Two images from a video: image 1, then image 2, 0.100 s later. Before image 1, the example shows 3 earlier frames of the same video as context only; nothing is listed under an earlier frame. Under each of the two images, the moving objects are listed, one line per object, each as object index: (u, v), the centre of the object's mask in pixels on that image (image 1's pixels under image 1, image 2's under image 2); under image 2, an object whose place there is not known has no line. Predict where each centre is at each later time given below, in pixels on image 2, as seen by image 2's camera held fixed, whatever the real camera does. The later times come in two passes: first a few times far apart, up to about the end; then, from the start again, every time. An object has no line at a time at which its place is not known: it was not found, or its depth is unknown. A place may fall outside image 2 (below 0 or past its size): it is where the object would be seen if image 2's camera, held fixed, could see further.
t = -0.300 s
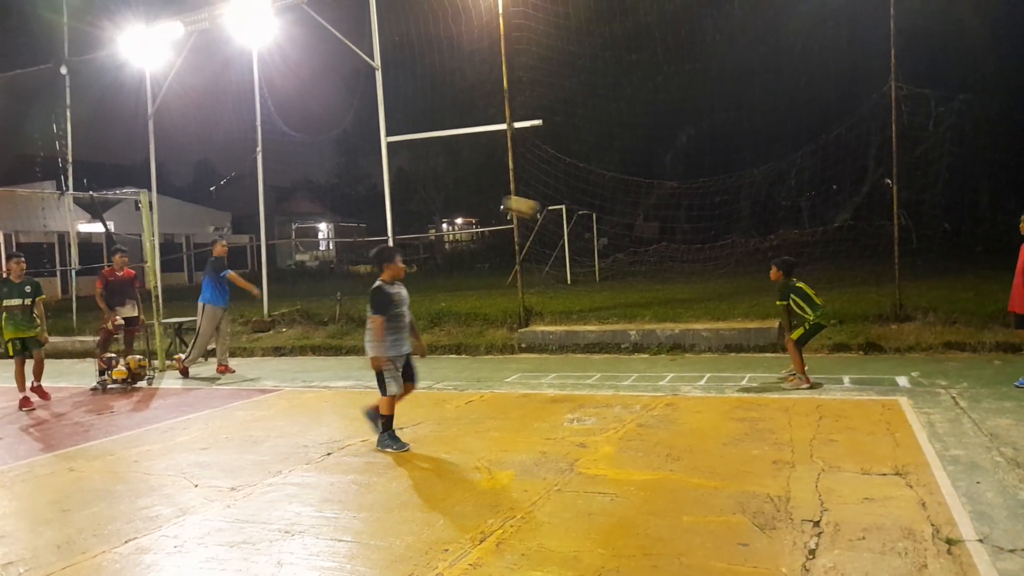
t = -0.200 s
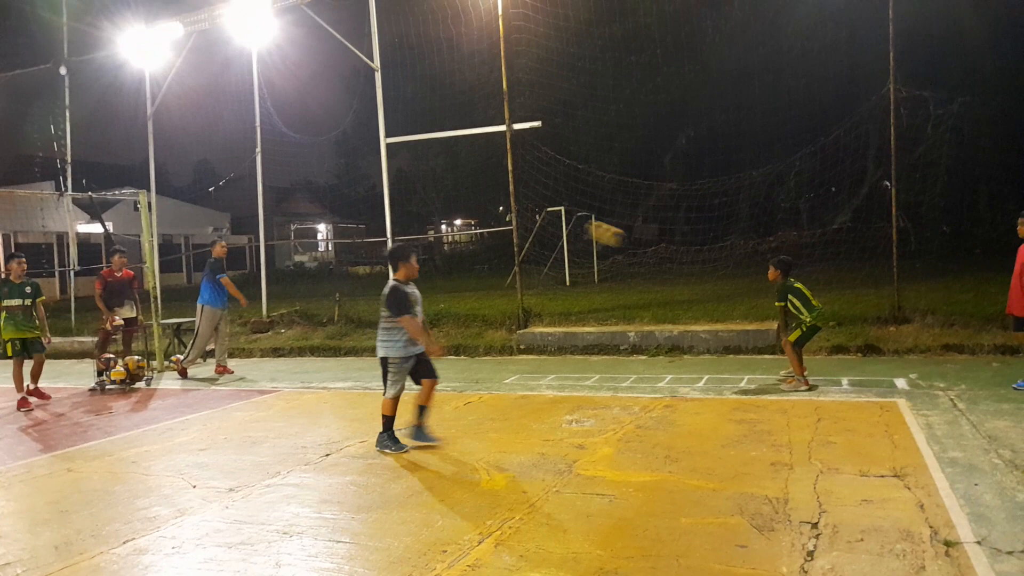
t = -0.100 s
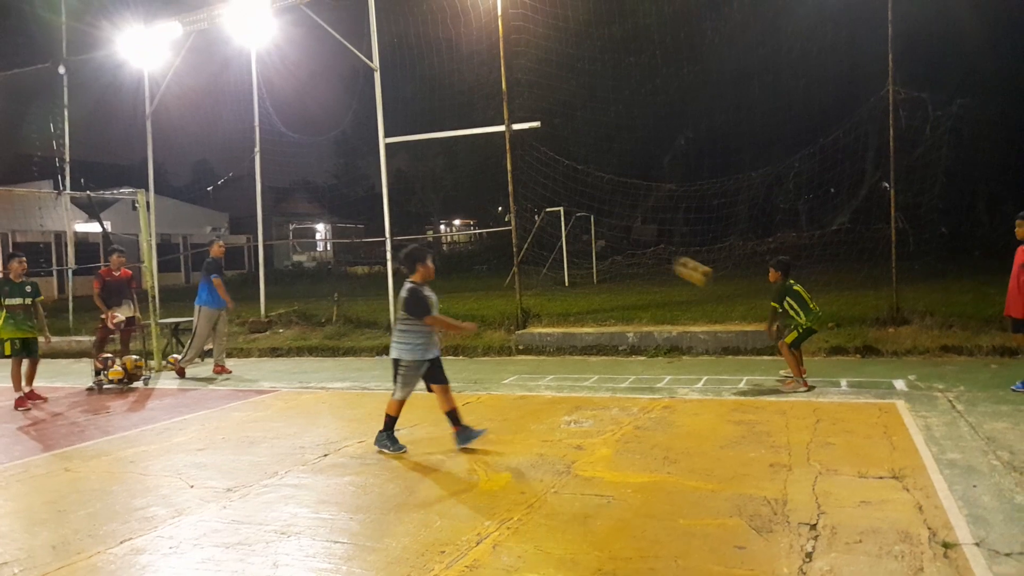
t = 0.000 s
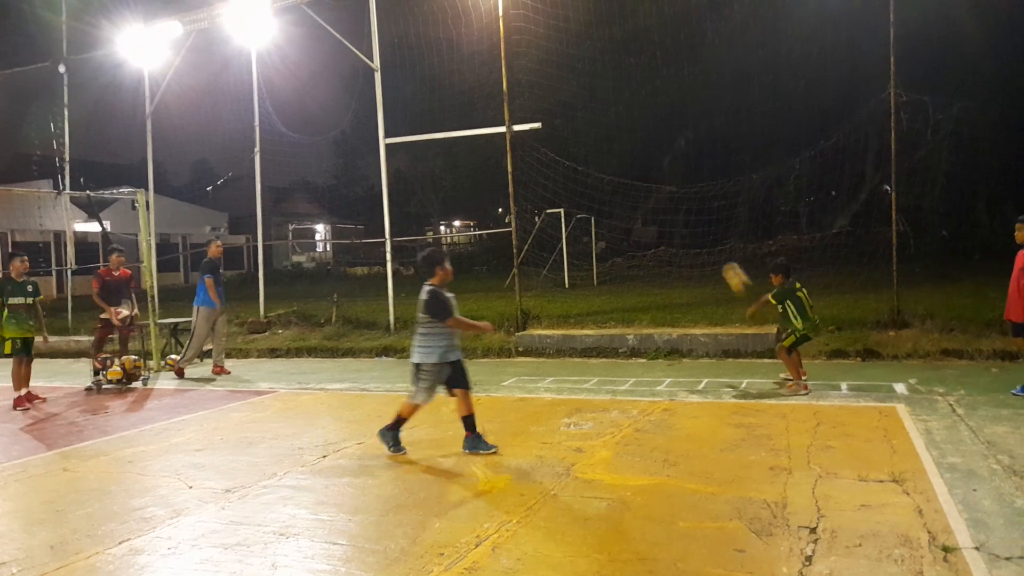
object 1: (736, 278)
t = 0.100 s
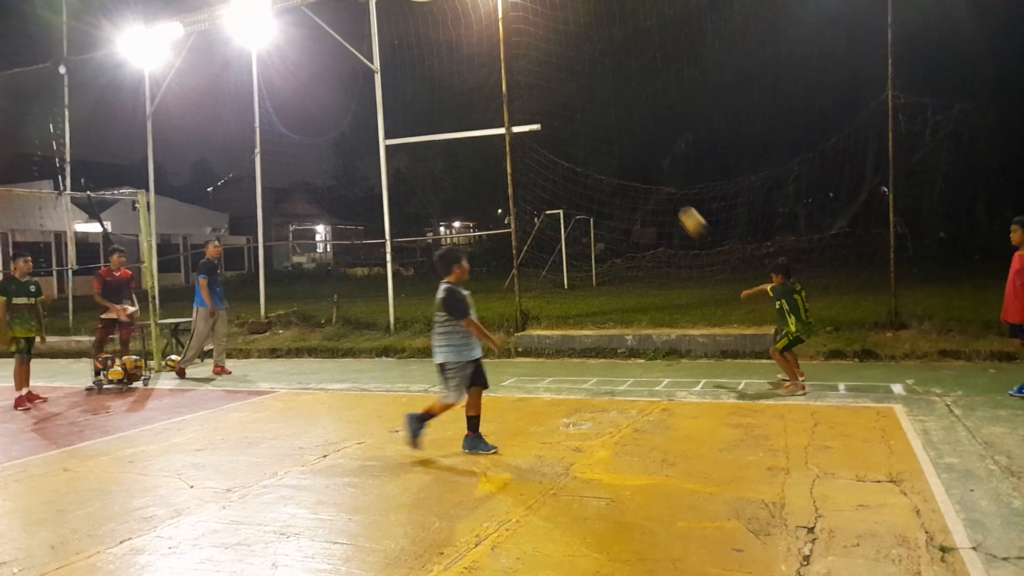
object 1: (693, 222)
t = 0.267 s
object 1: (628, 152)
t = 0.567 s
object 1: (527, 101)
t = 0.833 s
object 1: (453, 123)
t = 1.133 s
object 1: (380, 213)
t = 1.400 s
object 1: (327, 333)
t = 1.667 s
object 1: (288, 293)
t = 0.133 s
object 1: (679, 206)
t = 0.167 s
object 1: (666, 191)
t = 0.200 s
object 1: (653, 176)
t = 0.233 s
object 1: (640, 164)
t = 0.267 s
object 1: (628, 152)
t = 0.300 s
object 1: (616, 142)
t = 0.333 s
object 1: (604, 133)
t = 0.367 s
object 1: (592, 125)
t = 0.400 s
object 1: (581, 119)
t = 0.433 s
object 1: (570, 113)
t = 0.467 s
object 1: (558, 108)
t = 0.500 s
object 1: (548, 105)
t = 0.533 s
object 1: (537, 103)
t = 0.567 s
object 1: (527, 101)
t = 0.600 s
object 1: (518, 101)
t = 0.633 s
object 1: (508, 101)
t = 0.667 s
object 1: (498, 102)
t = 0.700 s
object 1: (489, 105)
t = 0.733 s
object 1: (480, 108)
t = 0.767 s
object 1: (471, 112)
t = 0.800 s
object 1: (462, 117)
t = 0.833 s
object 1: (453, 123)
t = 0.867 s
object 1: (444, 129)
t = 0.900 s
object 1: (436, 137)
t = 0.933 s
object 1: (427, 147)
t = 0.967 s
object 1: (419, 155)
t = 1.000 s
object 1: (412, 165)
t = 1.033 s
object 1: (405, 175)
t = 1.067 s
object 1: (397, 186)
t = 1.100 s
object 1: (390, 198)
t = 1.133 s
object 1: (380, 213)
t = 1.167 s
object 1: (375, 225)
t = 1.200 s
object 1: (367, 239)
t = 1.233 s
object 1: (360, 253)
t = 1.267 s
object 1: (354, 267)
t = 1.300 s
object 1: (347, 285)
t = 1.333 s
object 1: (340, 301)
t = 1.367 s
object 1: (334, 318)
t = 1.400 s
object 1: (327, 333)
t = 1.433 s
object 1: (322, 352)
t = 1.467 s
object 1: (318, 361)
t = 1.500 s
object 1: (312, 347)
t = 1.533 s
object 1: (307, 335)
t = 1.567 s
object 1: (301, 322)
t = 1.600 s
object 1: (297, 311)
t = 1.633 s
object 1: (292, 301)
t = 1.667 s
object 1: (288, 293)
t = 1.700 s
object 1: (284, 285)
